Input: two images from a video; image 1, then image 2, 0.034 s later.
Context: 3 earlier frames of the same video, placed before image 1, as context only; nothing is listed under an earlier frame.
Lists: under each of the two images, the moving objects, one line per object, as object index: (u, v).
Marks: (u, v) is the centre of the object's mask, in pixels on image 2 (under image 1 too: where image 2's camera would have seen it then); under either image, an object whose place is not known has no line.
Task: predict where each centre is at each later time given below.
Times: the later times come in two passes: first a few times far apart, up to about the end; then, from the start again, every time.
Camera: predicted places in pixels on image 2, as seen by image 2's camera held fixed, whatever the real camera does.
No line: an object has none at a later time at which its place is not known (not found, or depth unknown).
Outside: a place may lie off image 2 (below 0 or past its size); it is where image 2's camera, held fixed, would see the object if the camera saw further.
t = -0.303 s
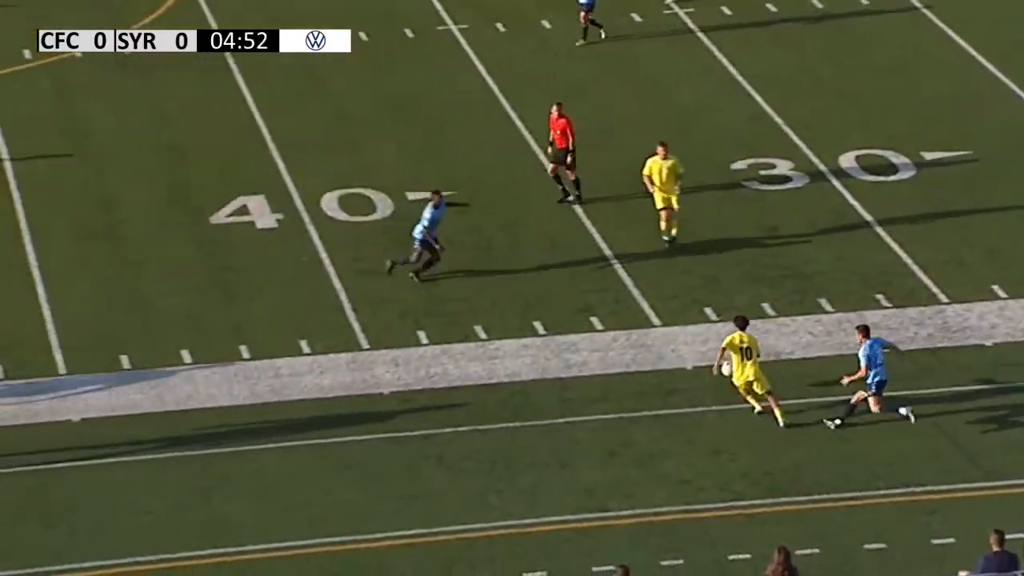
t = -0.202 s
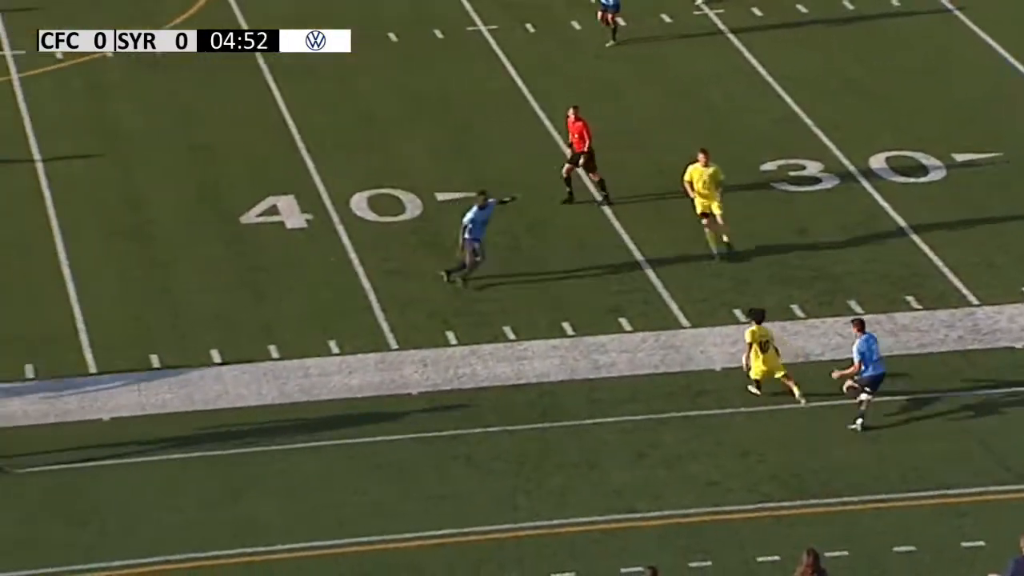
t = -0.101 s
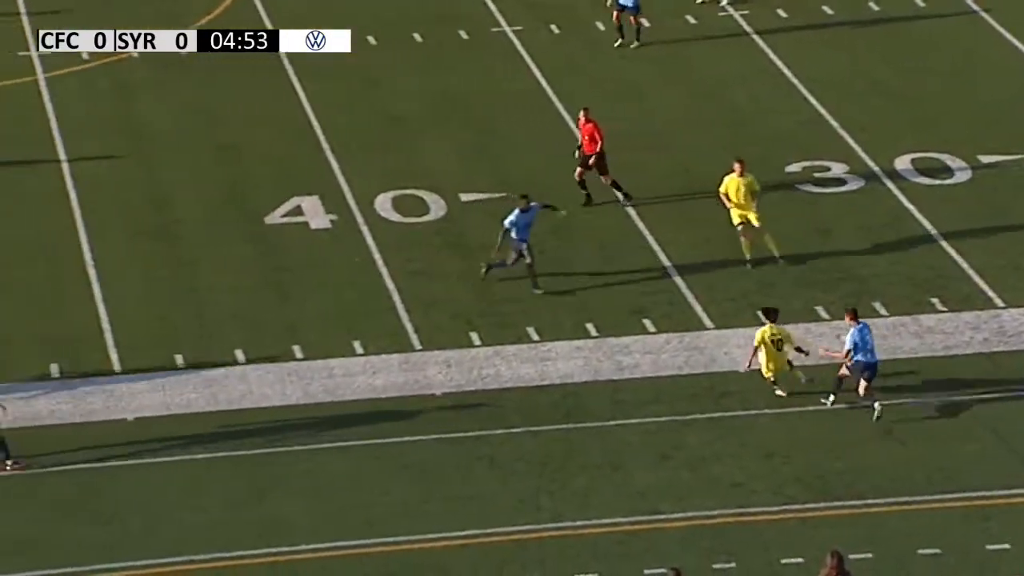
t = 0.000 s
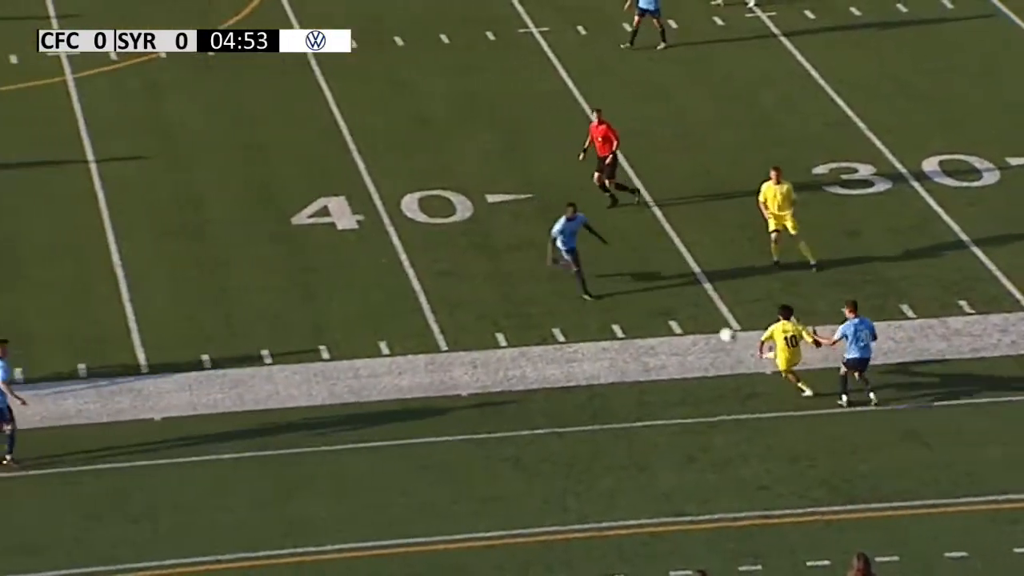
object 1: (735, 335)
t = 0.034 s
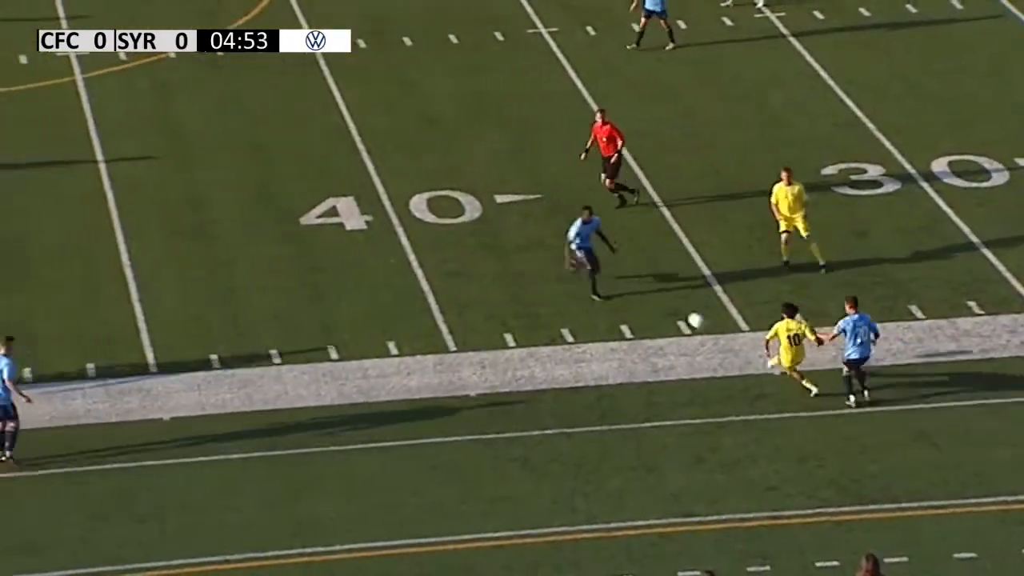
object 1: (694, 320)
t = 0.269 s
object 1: (428, 242)
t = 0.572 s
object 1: (105, 213)
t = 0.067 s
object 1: (657, 306)
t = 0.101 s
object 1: (618, 293)
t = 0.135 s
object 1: (579, 281)
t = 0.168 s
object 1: (540, 269)
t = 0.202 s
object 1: (501, 259)
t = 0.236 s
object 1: (466, 250)
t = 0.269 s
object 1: (428, 242)
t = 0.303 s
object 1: (391, 235)
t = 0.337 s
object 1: (352, 229)
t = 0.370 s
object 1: (317, 224)
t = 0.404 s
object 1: (282, 220)
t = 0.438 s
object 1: (247, 216)
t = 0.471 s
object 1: (211, 214)
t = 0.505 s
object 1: (176, 213)
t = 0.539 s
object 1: (140, 212)
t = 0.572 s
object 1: (105, 213)
